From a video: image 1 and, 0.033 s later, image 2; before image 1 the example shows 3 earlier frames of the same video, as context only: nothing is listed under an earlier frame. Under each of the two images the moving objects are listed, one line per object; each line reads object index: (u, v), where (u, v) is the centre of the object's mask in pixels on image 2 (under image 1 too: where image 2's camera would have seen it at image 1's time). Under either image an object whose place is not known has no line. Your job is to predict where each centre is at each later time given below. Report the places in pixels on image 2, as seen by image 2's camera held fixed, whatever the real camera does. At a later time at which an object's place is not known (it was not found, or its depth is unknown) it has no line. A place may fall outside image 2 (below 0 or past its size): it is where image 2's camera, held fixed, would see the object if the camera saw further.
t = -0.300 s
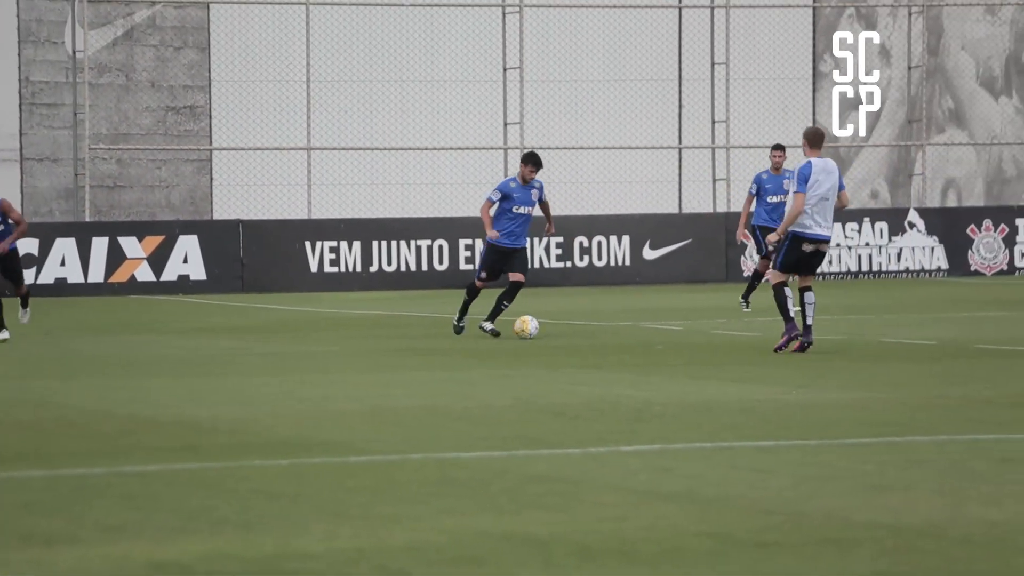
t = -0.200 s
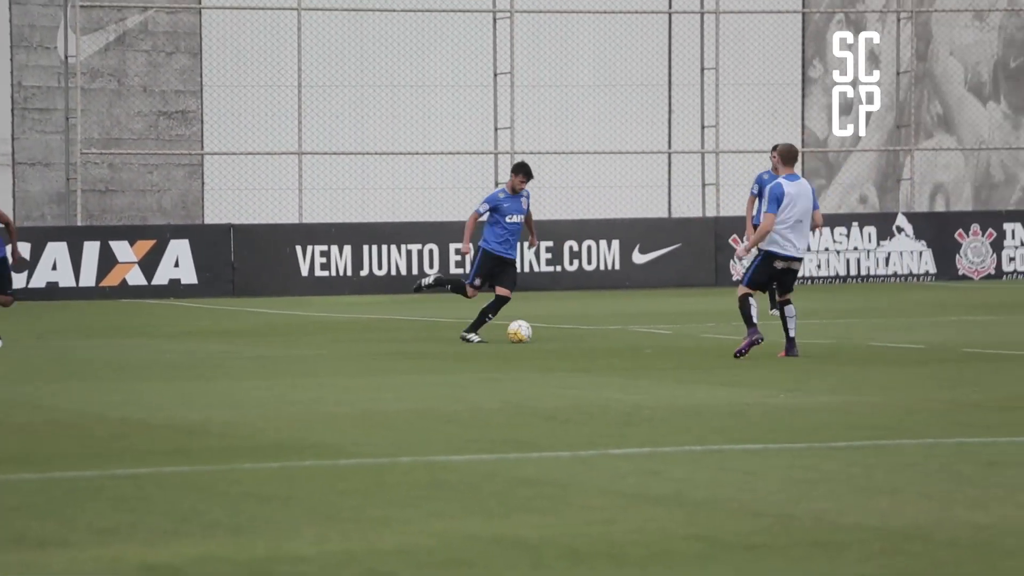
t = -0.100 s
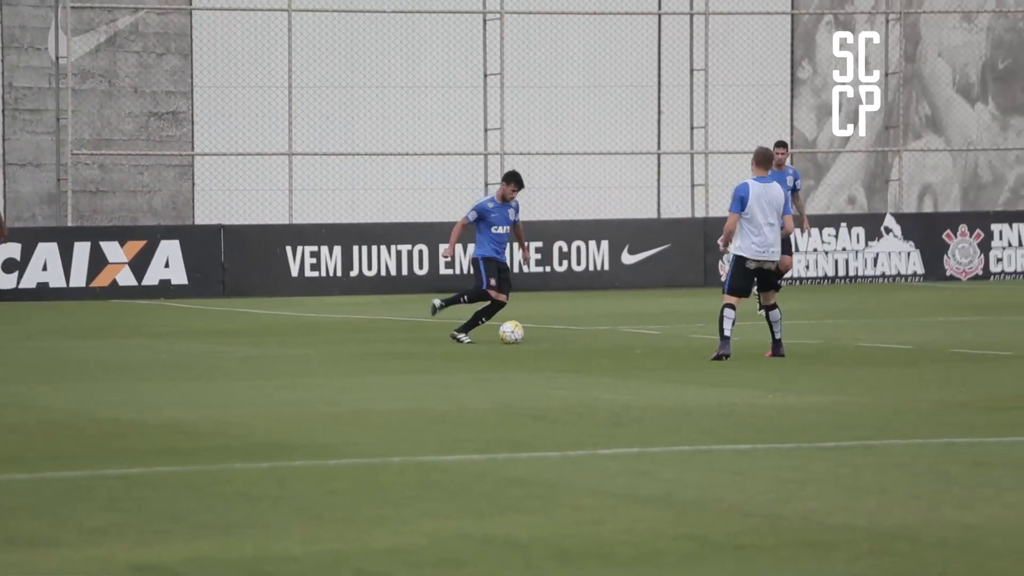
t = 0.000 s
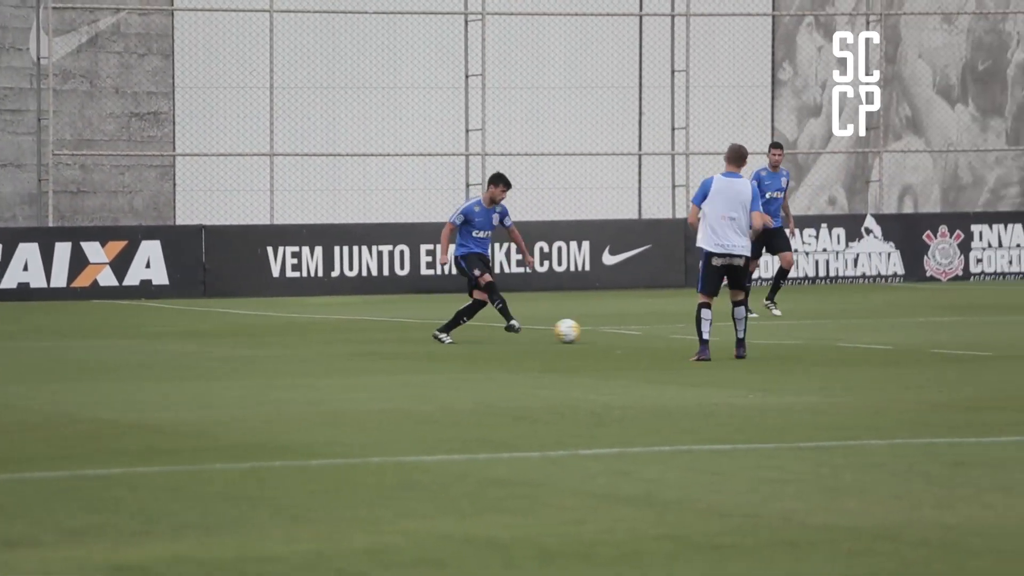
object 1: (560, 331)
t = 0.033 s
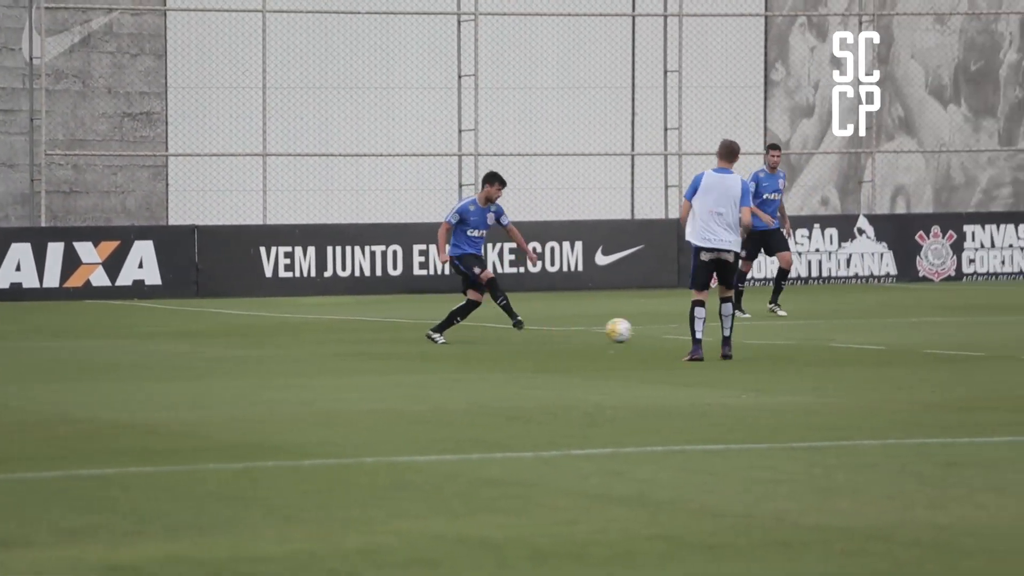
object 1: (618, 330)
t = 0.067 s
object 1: (677, 330)
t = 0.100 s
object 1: (735, 331)
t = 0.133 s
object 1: (790, 331)
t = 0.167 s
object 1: (843, 329)
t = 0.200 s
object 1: (897, 328)
